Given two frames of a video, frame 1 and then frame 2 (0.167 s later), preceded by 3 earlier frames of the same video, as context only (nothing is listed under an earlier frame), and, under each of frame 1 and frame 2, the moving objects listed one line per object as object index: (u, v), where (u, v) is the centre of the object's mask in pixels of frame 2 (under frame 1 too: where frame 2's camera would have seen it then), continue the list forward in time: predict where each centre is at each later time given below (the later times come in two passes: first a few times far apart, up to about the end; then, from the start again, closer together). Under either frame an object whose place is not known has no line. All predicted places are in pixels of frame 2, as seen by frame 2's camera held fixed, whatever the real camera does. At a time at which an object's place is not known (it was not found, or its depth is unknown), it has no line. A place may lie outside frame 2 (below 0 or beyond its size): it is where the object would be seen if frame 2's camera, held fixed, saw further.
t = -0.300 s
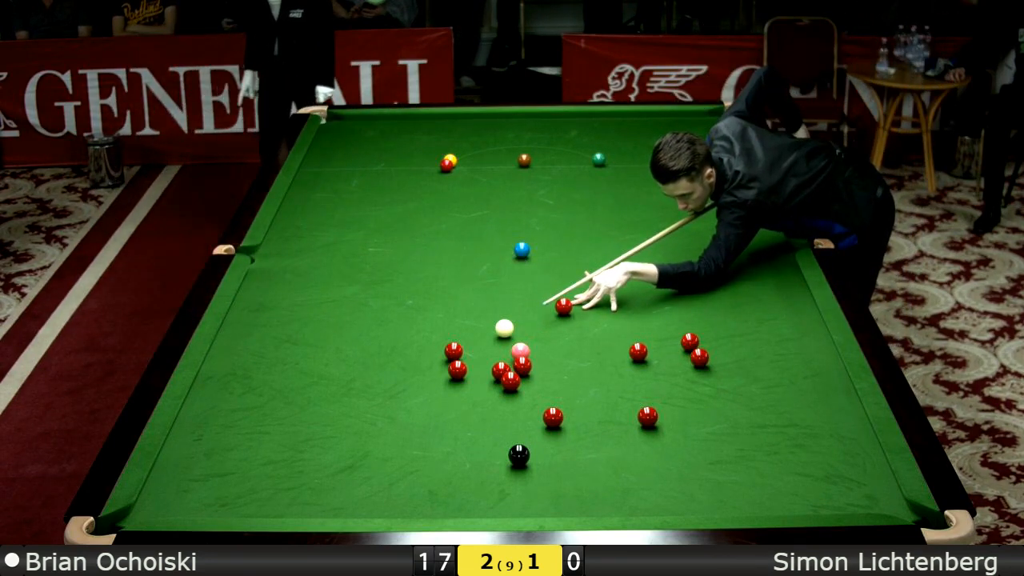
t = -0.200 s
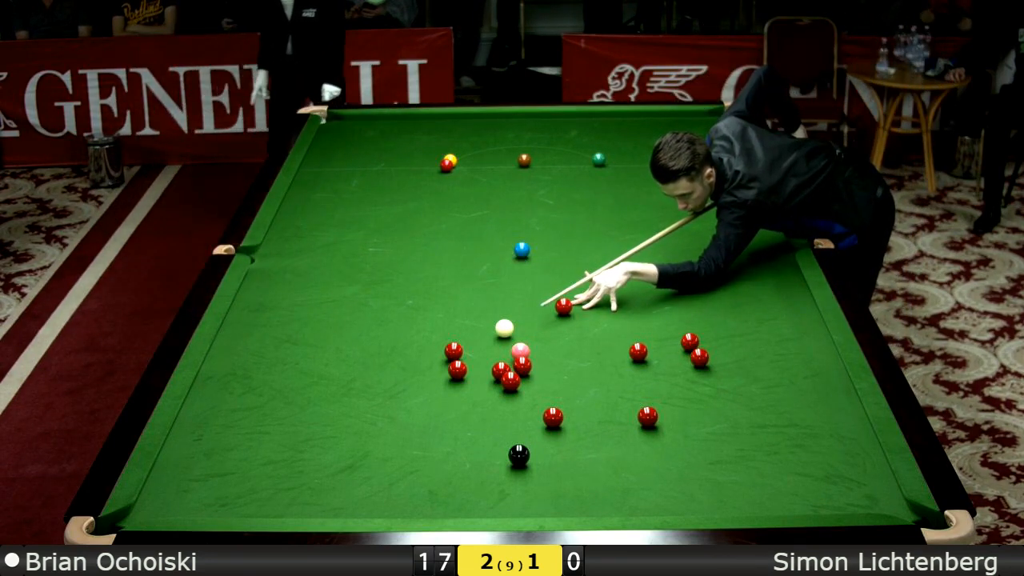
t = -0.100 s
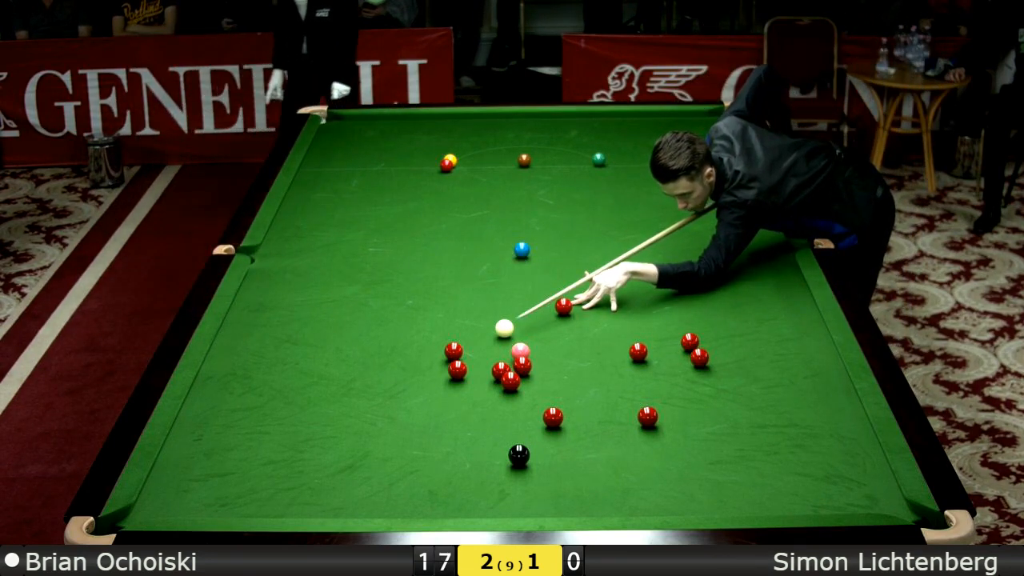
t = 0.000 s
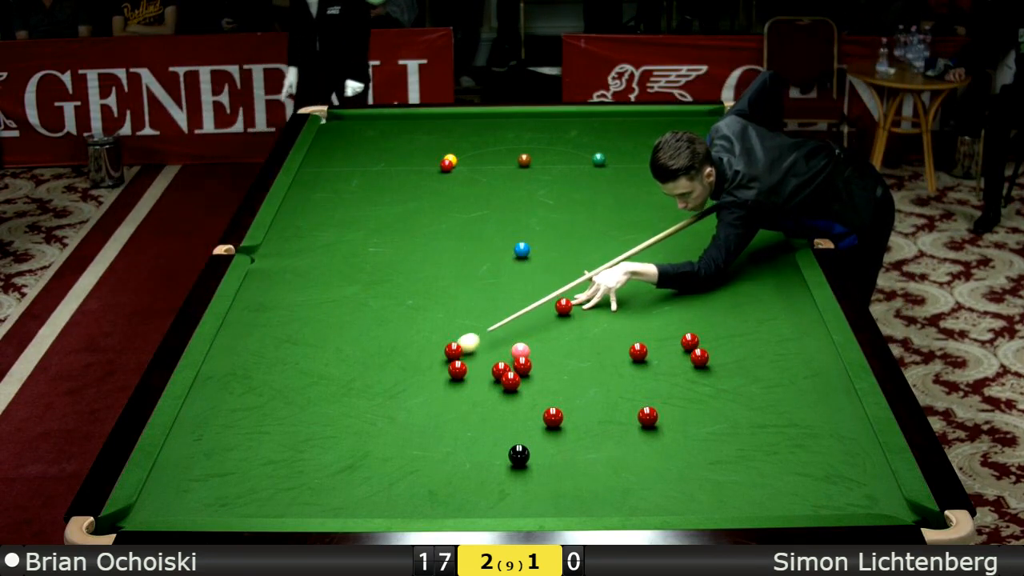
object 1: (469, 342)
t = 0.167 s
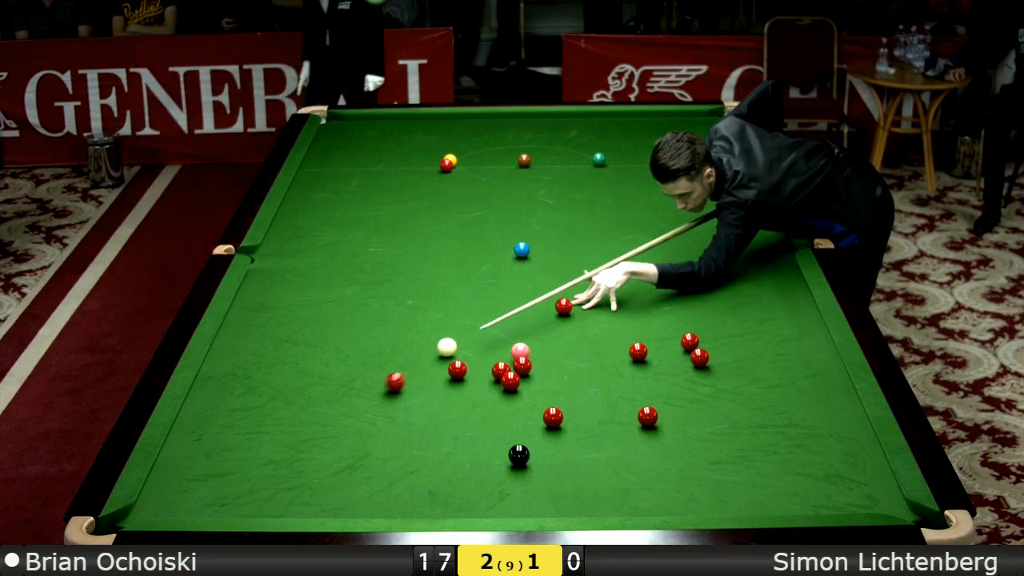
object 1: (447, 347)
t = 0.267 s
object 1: (430, 351)
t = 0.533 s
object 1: (385, 362)
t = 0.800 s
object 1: (344, 371)
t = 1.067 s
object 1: (304, 381)
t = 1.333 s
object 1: (262, 390)
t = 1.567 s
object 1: (230, 398)
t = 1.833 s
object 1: (191, 406)
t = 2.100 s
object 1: (207, 412)
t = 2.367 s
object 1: (222, 418)
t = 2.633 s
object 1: (237, 423)
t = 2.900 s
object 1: (250, 428)
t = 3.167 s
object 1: (262, 431)
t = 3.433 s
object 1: (272, 435)
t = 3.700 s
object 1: (281, 438)
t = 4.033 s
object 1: (296, 438)
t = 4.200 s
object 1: (292, 442)
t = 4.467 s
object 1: (297, 444)
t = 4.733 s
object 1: (299, 445)
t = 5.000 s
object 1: (300, 445)
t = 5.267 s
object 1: (300, 445)
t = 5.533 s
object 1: (300, 445)
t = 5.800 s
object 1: (300, 445)
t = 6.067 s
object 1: (300, 445)
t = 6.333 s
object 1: (300, 445)
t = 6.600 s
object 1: (300, 445)
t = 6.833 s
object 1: (300, 445)
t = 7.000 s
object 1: (300, 445)
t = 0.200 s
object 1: (440, 349)
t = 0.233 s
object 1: (434, 350)
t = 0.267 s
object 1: (430, 351)
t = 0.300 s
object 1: (424, 352)
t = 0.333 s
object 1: (417, 354)
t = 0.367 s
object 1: (414, 355)
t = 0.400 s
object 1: (407, 356)
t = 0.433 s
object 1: (401, 358)
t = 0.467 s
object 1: (398, 358)
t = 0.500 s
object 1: (391, 360)
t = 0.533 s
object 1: (385, 362)
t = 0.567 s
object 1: (382, 362)
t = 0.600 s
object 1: (375, 364)
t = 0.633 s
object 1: (369, 365)
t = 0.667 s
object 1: (366, 366)
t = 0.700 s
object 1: (360, 368)
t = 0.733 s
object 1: (353, 369)
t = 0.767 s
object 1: (350, 370)
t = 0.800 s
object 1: (344, 371)
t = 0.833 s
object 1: (337, 373)
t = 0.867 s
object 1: (334, 374)
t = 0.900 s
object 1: (328, 375)
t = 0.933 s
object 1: (322, 376)
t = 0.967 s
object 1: (319, 377)
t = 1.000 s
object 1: (313, 379)
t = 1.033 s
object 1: (307, 380)
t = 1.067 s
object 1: (304, 381)
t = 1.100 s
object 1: (298, 382)
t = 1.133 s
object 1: (292, 383)
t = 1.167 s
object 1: (289, 384)
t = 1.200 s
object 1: (283, 385)
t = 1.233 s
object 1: (277, 387)
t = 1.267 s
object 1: (274, 388)
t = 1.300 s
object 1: (268, 389)
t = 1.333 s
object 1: (262, 390)
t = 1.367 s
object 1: (259, 391)
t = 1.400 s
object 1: (253, 392)
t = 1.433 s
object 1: (247, 394)
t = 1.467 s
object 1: (244, 394)
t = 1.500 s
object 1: (239, 396)
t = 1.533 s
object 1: (233, 397)
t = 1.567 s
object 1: (230, 398)
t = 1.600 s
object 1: (224, 399)
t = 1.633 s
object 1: (219, 400)
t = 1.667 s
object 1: (216, 401)
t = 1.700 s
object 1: (210, 402)
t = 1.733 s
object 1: (205, 403)
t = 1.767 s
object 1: (202, 404)
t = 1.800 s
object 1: (197, 405)
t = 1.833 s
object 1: (191, 406)
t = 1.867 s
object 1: (191, 407)
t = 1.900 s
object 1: (194, 408)
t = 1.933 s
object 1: (197, 409)
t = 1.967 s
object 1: (198, 409)
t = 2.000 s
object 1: (201, 410)
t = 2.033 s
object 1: (203, 411)
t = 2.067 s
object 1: (204, 411)
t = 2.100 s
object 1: (207, 412)
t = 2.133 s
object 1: (209, 413)
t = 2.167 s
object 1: (210, 414)
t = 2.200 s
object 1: (213, 414)
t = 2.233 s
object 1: (215, 415)
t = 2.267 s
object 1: (216, 416)
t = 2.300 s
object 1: (219, 417)
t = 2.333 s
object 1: (221, 417)
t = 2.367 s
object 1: (222, 418)
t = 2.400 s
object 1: (224, 419)
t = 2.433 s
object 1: (227, 419)
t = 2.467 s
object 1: (228, 420)
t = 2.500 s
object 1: (230, 420)
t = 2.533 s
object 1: (232, 421)
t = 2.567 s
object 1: (233, 422)
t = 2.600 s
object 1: (235, 422)
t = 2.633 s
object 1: (237, 423)
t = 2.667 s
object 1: (238, 423)
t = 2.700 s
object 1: (240, 424)
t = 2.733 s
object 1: (242, 425)
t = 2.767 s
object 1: (243, 425)
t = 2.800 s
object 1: (245, 426)
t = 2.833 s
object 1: (247, 426)
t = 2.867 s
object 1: (248, 427)
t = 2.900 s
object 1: (250, 428)
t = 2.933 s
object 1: (252, 428)
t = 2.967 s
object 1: (253, 429)
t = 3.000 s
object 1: (255, 429)
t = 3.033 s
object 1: (256, 430)
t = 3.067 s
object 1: (257, 430)
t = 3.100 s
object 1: (259, 431)
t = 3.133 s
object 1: (261, 431)
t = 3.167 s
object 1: (262, 431)
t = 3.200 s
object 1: (263, 432)
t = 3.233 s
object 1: (265, 433)
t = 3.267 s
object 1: (266, 433)
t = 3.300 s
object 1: (267, 433)
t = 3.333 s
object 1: (269, 434)
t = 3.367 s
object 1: (269, 434)
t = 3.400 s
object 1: (271, 435)
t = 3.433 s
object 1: (272, 435)
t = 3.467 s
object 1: (273, 435)
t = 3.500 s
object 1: (274, 436)
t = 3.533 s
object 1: (276, 436)
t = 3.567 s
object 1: (276, 437)
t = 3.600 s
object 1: (277, 437)
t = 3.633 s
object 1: (279, 437)
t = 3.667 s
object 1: (279, 438)
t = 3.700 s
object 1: (281, 438)
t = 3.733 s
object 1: (282, 438)
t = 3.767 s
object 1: (280, 439)
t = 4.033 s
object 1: (296, 438)
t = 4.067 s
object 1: (291, 440)
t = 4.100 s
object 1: (290, 441)
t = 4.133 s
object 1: (291, 442)
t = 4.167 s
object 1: (292, 442)
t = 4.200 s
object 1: (292, 442)
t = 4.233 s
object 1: (293, 442)
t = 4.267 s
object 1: (293, 443)
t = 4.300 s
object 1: (294, 443)
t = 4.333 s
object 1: (295, 443)
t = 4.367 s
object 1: (295, 443)
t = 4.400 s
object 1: (296, 443)
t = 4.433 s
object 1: (296, 444)
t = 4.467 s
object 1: (297, 444)
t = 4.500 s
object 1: (297, 444)
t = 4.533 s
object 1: (297, 444)
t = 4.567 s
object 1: (298, 444)
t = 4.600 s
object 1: (298, 444)
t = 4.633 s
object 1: (298, 444)
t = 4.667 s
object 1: (298, 444)
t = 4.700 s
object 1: (299, 444)
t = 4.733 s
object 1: (299, 445)
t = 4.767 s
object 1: (299, 444)
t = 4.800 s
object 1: (299, 445)
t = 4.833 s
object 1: (300, 445)
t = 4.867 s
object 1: (300, 445)
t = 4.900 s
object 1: (300, 445)
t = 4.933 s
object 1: (300, 445)
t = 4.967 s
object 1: (300, 445)
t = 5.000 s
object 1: (300, 445)
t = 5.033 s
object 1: (300, 445)
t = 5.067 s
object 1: (300, 445)
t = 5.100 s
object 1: (300, 445)
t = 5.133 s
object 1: (300, 445)
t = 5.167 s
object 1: (300, 445)
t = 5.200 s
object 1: (300, 445)
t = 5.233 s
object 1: (300, 445)
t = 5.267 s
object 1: (300, 445)
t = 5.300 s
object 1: (300, 445)
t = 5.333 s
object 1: (300, 445)
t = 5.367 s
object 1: (300, 445)
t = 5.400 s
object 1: (300, 445)
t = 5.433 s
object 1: (300, 445)
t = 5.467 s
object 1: (300, 445)
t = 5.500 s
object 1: (300, 445)
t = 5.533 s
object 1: (300, 445)
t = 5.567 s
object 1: (300, 445)
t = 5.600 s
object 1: (300, 445)
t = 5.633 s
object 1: (300, 445)
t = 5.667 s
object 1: (300, 445)
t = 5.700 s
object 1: (300, 445)
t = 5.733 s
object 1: (300, 445)
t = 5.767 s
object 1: (300, 445)
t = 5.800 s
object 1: (300, 445)
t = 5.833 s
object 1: (300, 445)
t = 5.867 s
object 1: (300, 445)
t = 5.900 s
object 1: (300, 445)
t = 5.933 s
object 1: (300, 445)
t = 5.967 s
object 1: (300, 445)
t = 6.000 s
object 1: (300, 445)
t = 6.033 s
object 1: (300, 445)
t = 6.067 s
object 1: (300, 445)
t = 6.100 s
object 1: (300, 445)
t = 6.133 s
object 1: (300, 445)
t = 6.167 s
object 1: (300, 445)
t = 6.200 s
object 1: (300, 445)
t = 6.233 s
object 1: (300, 445)
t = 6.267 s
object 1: (300, 445)
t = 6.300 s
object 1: (300, 445)
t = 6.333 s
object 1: (300, 445)
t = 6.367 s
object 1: (300, 445)
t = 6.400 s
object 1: (300, 445)
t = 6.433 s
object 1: (300, 445)
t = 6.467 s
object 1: (300, 445)
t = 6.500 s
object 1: (300, 445)
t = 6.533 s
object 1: (300, 445)
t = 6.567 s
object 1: (300, 445)
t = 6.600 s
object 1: (300, 445)
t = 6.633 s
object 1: (300, 445)
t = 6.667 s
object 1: (300, 445)
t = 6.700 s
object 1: (300, 445)
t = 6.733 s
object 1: (300, 445)
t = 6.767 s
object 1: (300, 445)
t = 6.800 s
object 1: (300, 445)
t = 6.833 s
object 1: (300, 445)
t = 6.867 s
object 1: (300, 445)
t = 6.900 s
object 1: (300, 445)
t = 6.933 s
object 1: (300, 445)
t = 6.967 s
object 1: (300, 445)
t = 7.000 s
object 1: (300, 445)
